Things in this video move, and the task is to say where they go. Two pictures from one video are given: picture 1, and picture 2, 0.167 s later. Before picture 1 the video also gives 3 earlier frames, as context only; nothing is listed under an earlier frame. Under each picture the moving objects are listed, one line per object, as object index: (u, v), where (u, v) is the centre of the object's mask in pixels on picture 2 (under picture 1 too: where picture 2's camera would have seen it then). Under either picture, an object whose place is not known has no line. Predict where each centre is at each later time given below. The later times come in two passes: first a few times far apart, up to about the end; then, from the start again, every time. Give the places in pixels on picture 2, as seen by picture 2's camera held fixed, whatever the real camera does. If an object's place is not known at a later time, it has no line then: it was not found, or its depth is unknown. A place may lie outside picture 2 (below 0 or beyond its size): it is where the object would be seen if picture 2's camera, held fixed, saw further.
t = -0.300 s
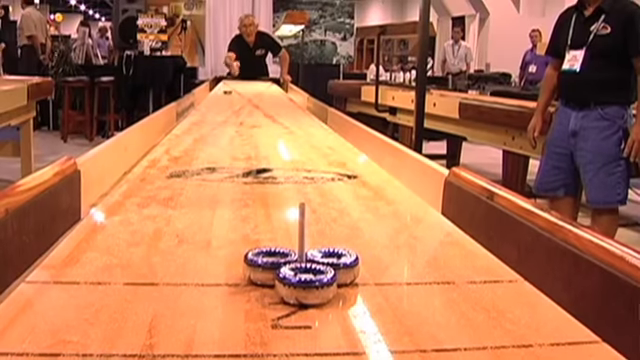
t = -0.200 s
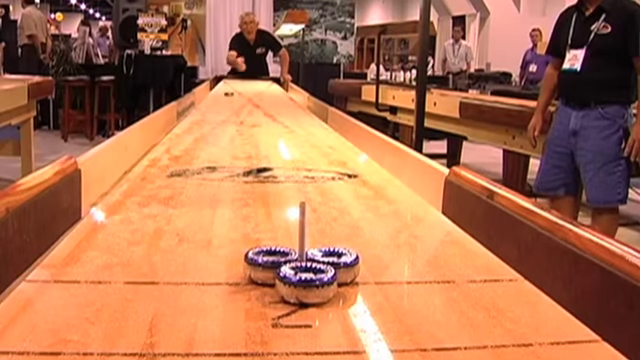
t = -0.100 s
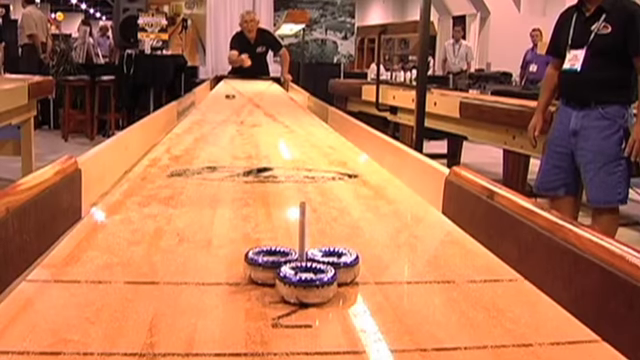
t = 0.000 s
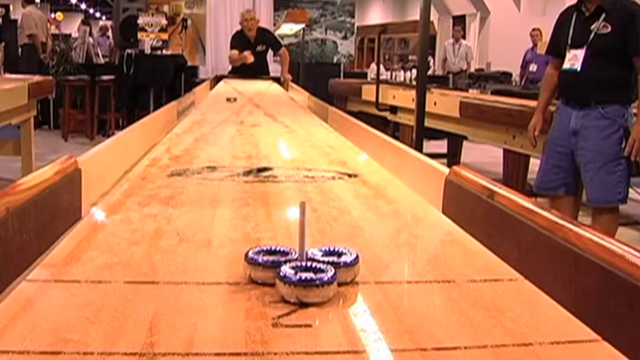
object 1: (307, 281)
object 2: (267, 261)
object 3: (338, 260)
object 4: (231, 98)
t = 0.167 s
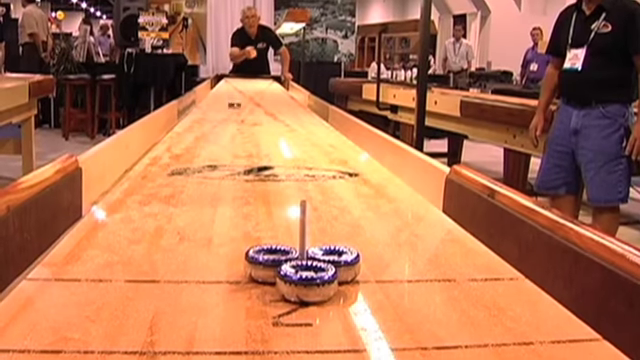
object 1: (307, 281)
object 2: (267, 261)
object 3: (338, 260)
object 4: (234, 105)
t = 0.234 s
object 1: (307, 281)
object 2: (267, 261)
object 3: (338, 260)
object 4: (235, 108)
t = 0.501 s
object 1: (307, 281)
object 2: (267, 261)
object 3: (338, 260)
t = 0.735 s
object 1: (307, 281)
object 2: (267, 261)
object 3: (338, 260)
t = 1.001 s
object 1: (323, 287)
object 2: (253, 268)
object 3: (337, 257)
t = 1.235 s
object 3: (459, 324)
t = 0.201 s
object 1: (307, 281)
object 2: (267, 261)
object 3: (338, 260)
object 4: (235, 107)
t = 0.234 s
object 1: (307, 281)
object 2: (267, 261)
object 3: (338, 260)
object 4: (235, 108)
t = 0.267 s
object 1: (307, 281)
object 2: (267, 261)
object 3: (338, 260)
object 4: (236, 110)
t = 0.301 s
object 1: (307, 281)
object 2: (267, 261)
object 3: (338, 260)
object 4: (237, 112)
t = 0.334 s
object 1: (307, 281)
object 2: (267, 261)
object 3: (338, 260)
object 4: (238, 114)
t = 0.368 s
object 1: (307, 281)
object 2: (267, 260)
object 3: (338, 259)
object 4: (238, 116)
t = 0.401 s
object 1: (307, 281)
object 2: (267, 261)
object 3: (338, 260)
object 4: (239, 118)
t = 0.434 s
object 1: (307, 281)
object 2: (267, 261)
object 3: (338, 260)
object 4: (241, 121)
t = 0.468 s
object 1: (307, 281)
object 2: (267, 261)
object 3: (338, 260)
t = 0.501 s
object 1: (307, 281)
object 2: (267, 261)
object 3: (338, 260)
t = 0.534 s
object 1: (307, 281)
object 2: (267, 261)
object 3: (338, 260)
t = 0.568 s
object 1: (307, 281)
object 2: (267, 260)
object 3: (339, 260)
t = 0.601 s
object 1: (307, 281)
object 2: (267, 261)
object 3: (338, 260)
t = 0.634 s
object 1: (307, 281)
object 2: (267, 261)
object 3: (338, 260)
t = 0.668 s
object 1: (307, 281)
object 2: (267, 261)
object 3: (339, 260)
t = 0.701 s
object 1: (307, 281)
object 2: (267, 261)
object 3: (338, 260)
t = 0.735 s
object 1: (307, 281)
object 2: (267, 261)
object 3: (338, 260)
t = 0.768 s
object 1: (307, 281)
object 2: (267, 261)
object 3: (338, 260)
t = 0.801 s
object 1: (307, 281)
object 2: (267, 261)
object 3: (338, 260)
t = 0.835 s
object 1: (307, 281)
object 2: (267, 261)
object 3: (338, 260)
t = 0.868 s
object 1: (307, 281)
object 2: (267, 261)
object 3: (338, 260)
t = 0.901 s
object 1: (307, 281)
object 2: (267, 261)
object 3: (338, 260)
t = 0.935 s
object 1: (307, 281)
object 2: (267, 261)
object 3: (338, 260)
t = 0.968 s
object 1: (307, 281)
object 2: (267, 261)
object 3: (338, 260)
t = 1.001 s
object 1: (323, 287)
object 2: (253, 268)
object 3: (337, 257)
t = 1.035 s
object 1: (349, 298)
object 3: (350, 264)
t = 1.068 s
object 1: (381, 317)
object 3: (366, 271)
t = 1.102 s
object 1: (414, 342)
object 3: (380, 288)
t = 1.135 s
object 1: (454, 350)
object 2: (49, 308)
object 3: (398, 296)
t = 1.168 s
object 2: (19, 314)
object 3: (418, 305)
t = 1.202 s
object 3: (438, 314)
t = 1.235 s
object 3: (459, 324)
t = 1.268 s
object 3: (482, 333)
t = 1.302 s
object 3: (504, 339)
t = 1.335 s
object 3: (528, 343)
